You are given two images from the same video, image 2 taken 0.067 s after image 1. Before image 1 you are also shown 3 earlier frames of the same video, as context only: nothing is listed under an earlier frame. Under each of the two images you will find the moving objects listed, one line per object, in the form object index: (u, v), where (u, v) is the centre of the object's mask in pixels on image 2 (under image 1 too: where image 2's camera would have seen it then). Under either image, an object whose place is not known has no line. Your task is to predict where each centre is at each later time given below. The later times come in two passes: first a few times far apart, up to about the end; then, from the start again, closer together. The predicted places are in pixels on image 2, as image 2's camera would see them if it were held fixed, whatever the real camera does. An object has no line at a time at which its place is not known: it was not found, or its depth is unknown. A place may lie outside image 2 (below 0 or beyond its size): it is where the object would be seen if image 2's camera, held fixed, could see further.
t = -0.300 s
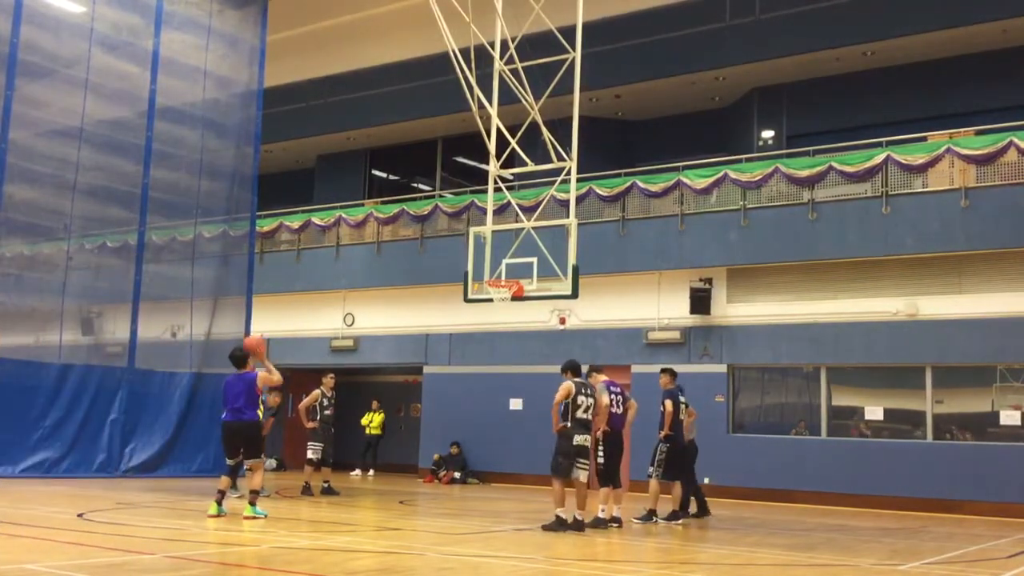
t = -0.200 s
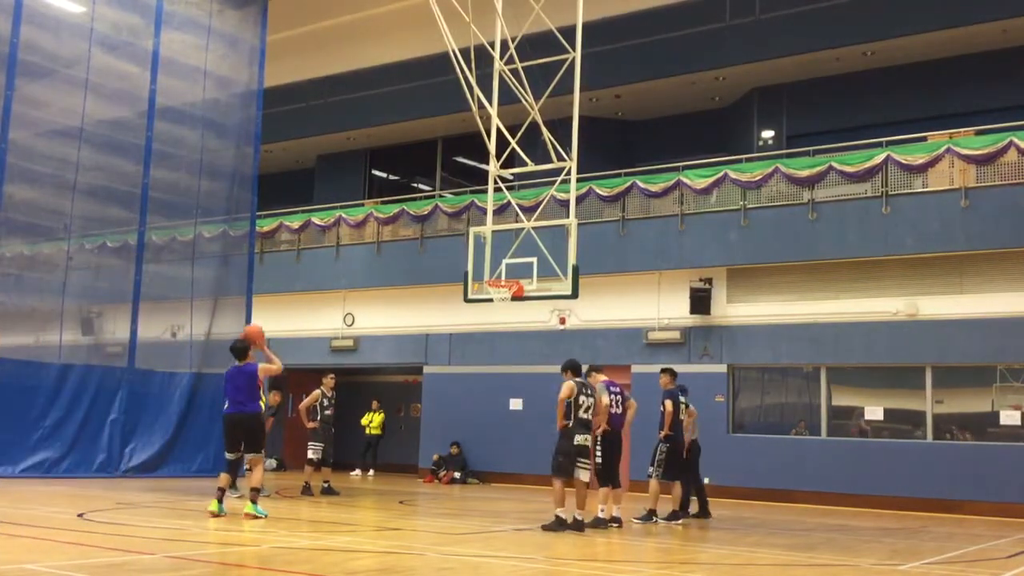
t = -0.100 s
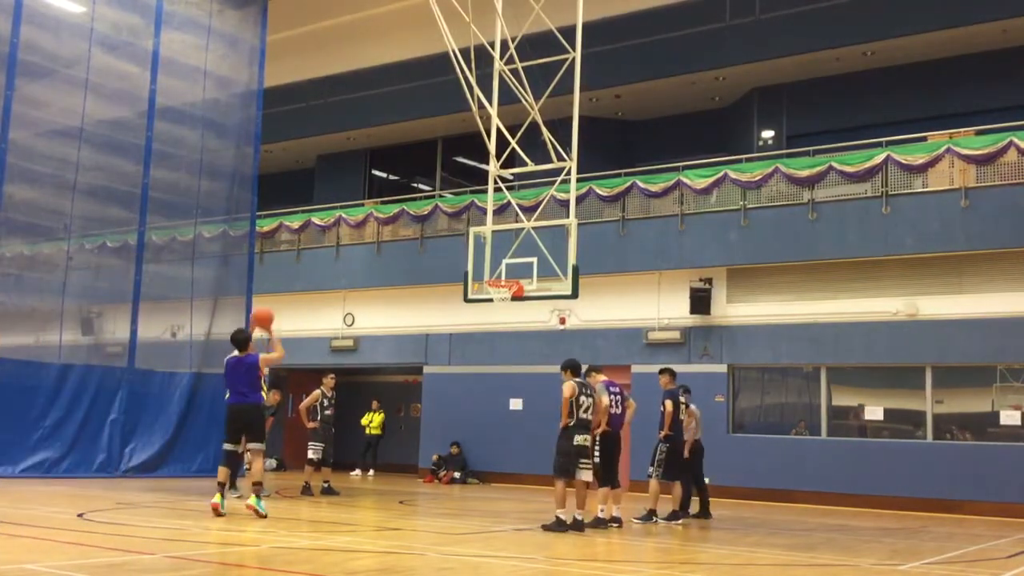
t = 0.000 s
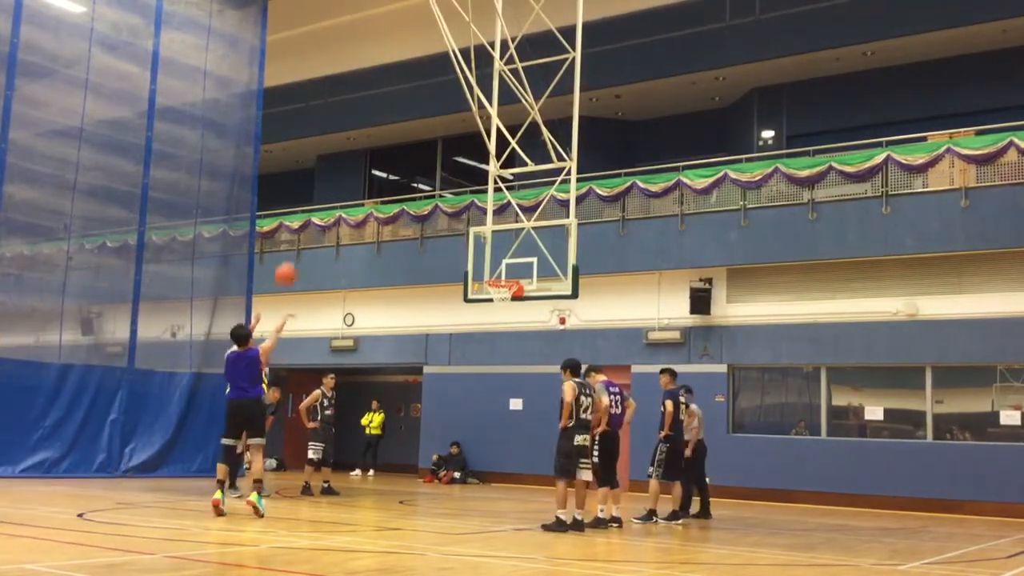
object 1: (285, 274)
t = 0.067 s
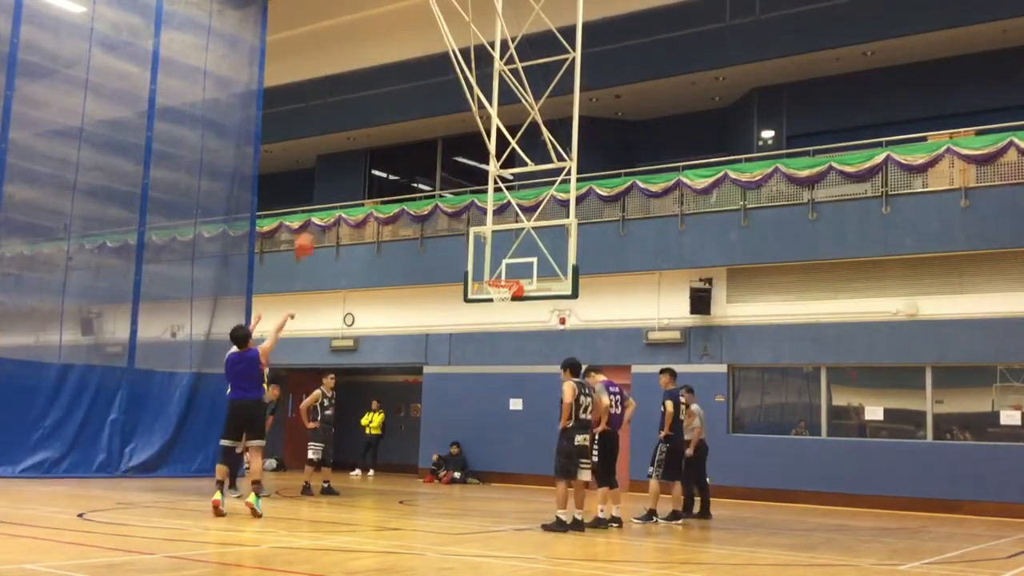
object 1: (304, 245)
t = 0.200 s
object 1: (336, 202)
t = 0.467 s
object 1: (392, 165)
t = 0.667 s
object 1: (426, 173)
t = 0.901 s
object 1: (463, 216)
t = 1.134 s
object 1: (481, 271)
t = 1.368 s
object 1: (439, 270)
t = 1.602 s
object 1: (392, 312)
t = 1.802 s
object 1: (346, 387)
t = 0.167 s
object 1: (328, 213)
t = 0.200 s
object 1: (336, 202)
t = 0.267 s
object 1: (351, 188)
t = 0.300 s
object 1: (358, 182)
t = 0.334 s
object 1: (365, 177)
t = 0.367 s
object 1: (372, 173)
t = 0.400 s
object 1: (379, 170)
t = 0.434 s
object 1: (385, 167)
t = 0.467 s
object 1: (392, 165)
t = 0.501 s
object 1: (398, 165)
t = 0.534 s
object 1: (404, 165)
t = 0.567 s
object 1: (410, 166)
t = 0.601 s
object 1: (415, 167)
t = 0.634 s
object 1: (421, 170)
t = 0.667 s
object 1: (426, 173)
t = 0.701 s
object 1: (432, 177)
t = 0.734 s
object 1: (437, 181)
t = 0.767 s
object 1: (442, 188)
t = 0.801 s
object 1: (448, 193)
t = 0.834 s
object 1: (453, 200)
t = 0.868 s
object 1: (458, 209)
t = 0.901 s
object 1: (463, 216)
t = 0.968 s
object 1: (472, 235)
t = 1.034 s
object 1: (481, 256)
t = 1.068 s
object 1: (485, 267)
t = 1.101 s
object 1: (486, 274)
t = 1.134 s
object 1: (481, 271)
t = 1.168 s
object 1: (476, 269)
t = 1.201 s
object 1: (469, 266)
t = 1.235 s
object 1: (464, 265)
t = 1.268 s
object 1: (458, 266)
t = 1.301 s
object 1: (452, 266)
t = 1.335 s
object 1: (446, 267)
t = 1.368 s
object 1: (439, 270)
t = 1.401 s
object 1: (433, 273)
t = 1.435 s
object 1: (427, 276)
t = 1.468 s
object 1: (420, 282)
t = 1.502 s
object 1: (413, 288)
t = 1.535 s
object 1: (406, 295)
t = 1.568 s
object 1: (399, 303)
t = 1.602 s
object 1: (392, 312)
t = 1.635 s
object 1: (385, 322)
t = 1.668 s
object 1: (377, 333)
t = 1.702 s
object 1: (370, 345)
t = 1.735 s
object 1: (362, 358)
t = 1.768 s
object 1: (354, 372)
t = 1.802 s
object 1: (346, 387)
